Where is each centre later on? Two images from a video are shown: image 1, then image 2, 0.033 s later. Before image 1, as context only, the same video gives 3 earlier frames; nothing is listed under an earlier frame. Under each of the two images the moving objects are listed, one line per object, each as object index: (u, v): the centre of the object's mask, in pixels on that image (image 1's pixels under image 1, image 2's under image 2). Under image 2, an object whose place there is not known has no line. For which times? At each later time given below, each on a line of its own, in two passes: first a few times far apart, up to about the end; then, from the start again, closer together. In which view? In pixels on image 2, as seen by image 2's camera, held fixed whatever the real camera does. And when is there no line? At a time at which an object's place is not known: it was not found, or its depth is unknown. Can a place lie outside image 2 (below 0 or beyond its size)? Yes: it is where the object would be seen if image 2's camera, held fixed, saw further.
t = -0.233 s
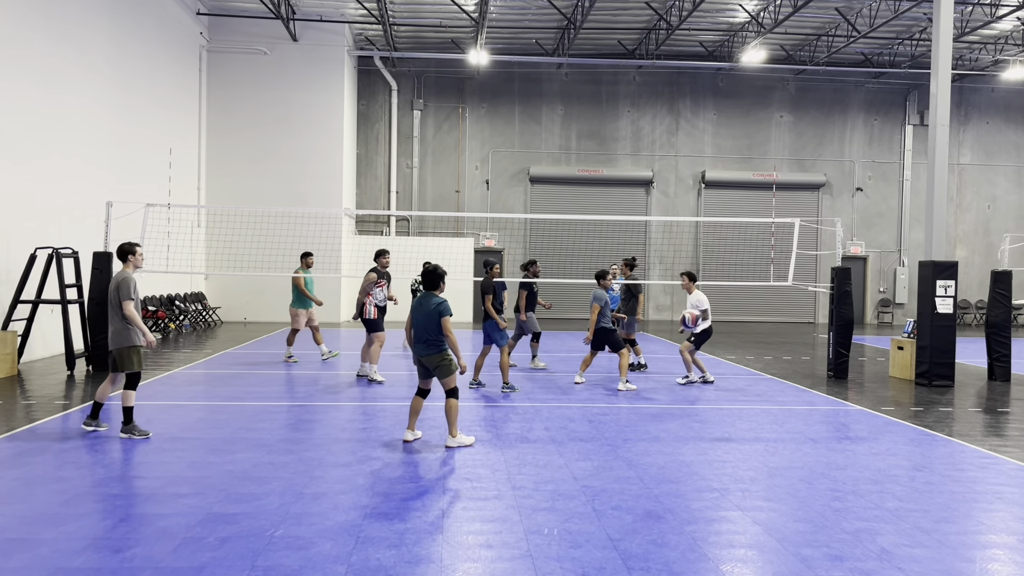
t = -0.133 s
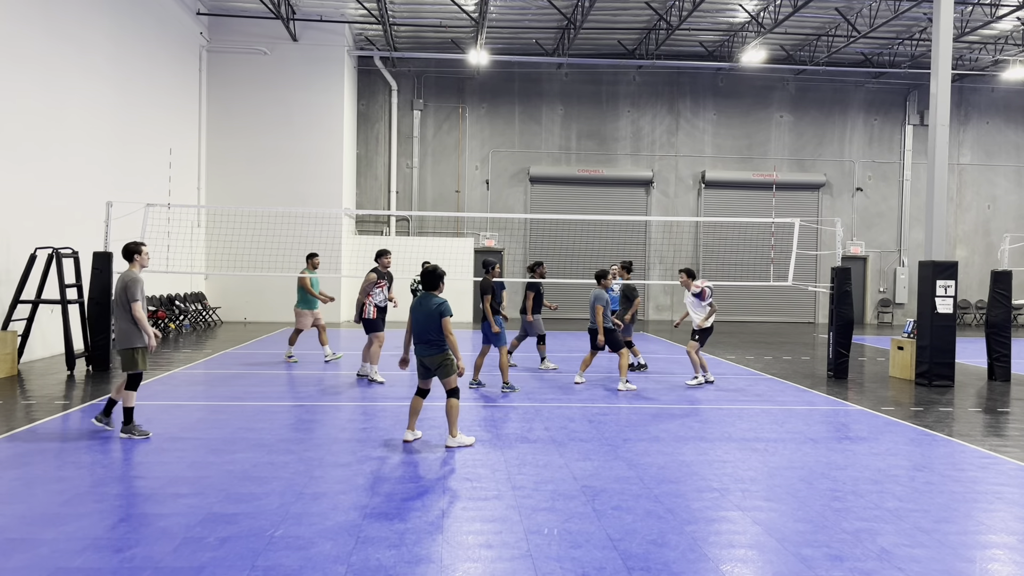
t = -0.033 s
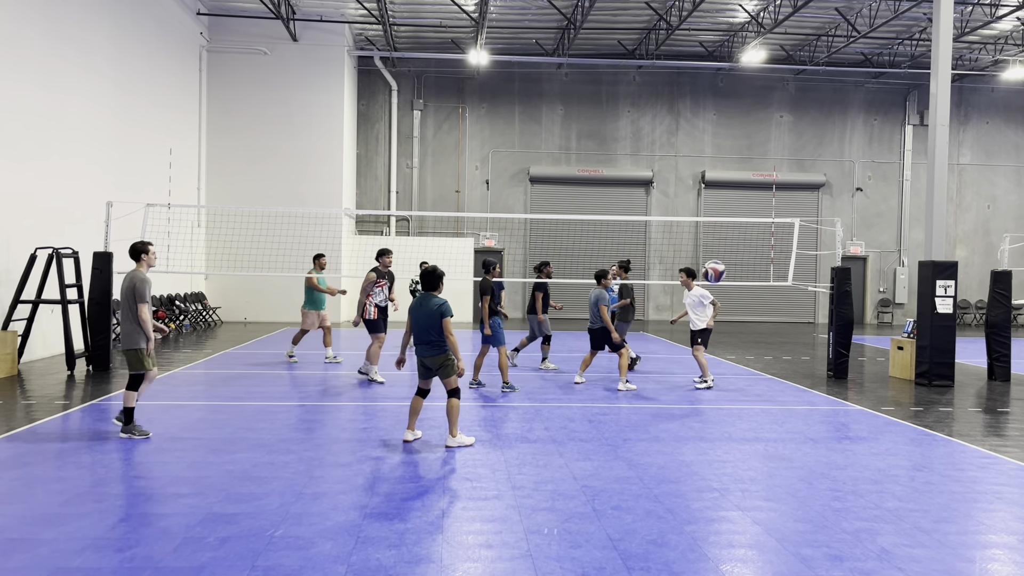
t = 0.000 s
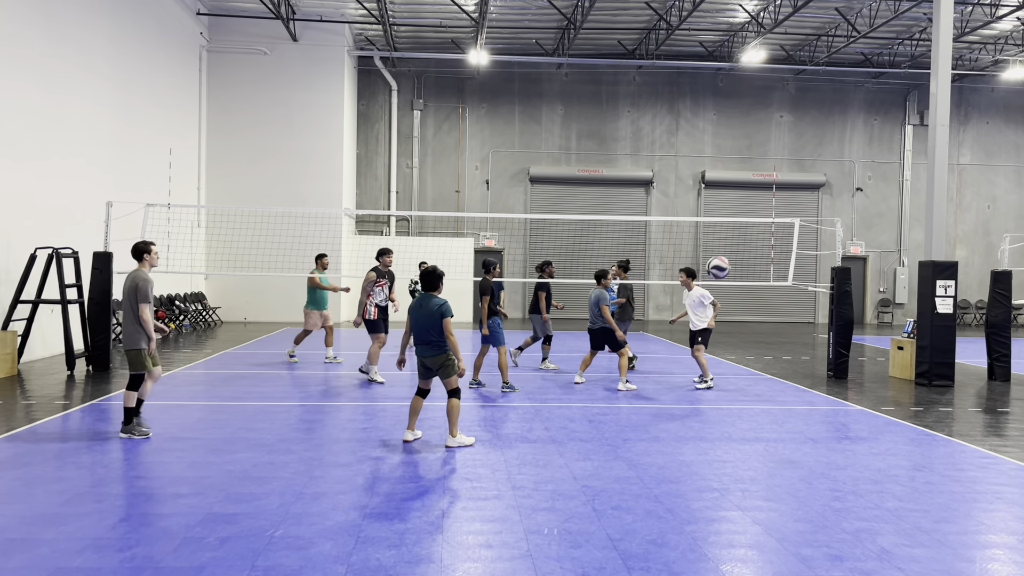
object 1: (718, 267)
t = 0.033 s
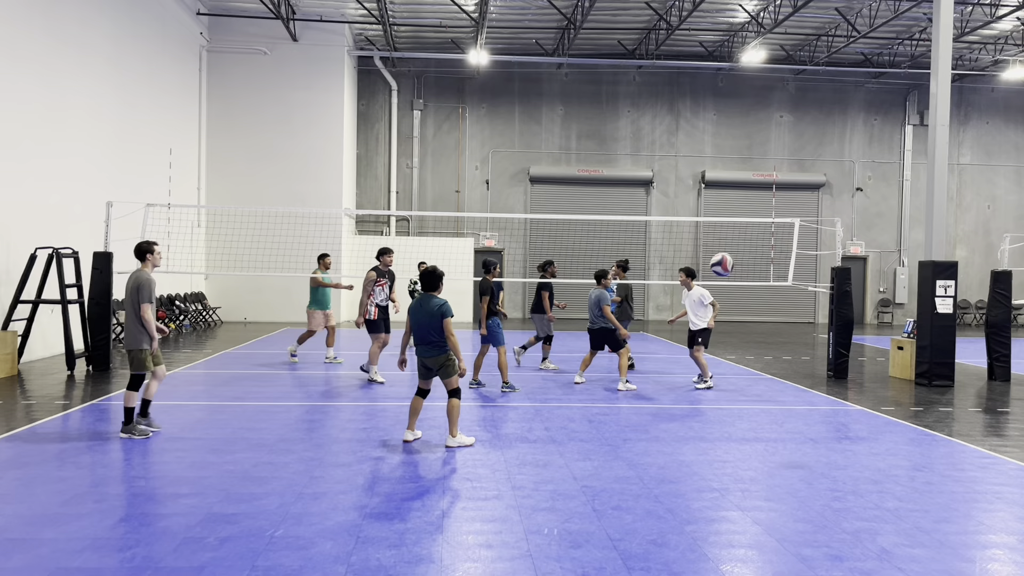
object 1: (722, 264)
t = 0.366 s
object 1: (766, 305)
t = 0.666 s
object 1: (811, 480)
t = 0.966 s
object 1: (874, 390)
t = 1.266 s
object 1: (955, 407)
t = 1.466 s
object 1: (1012, 529)
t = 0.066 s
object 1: (726, 263)
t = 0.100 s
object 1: (731, 262)
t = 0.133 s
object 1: (735, 262)
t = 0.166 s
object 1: (739, 264)
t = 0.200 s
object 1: (743, 267)
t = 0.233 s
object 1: (748, 271)
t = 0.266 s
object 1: (753, 278)
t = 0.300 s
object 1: (757, 285)
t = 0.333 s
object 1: (762, 294)
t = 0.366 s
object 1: (766, 305)
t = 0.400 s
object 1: (771, 317)
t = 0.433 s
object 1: (776, 330)
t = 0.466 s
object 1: (781, 346)
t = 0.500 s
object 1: (786, 363)
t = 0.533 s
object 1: (791, 382)
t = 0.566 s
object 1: (796, 404)
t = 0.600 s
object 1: (801, 427)
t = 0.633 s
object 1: (806, 453)
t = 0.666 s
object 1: (811, 480)
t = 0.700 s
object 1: (817, 486)
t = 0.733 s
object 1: (824, 470)
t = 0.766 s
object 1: (830, 454)
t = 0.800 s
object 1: (837, 441)
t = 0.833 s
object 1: (844, 427)
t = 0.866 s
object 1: (852, 416)
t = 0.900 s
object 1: (859, 405)
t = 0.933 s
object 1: (866, 396)
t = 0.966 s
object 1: (874, 390)
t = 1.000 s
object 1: (882, 385)
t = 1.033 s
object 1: (890, 381)
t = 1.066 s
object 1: (899, 378)
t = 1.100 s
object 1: (908, 378)
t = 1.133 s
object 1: (917, 380)
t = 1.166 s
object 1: (925, 384)
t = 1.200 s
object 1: (935, 389)
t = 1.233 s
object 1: (945, 397)
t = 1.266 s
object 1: (955, 407)
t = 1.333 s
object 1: (977, 436)
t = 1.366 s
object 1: (988, 455)
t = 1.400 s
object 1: (999, 477)
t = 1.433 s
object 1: (1006, 501)
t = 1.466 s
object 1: (1012, 529)
